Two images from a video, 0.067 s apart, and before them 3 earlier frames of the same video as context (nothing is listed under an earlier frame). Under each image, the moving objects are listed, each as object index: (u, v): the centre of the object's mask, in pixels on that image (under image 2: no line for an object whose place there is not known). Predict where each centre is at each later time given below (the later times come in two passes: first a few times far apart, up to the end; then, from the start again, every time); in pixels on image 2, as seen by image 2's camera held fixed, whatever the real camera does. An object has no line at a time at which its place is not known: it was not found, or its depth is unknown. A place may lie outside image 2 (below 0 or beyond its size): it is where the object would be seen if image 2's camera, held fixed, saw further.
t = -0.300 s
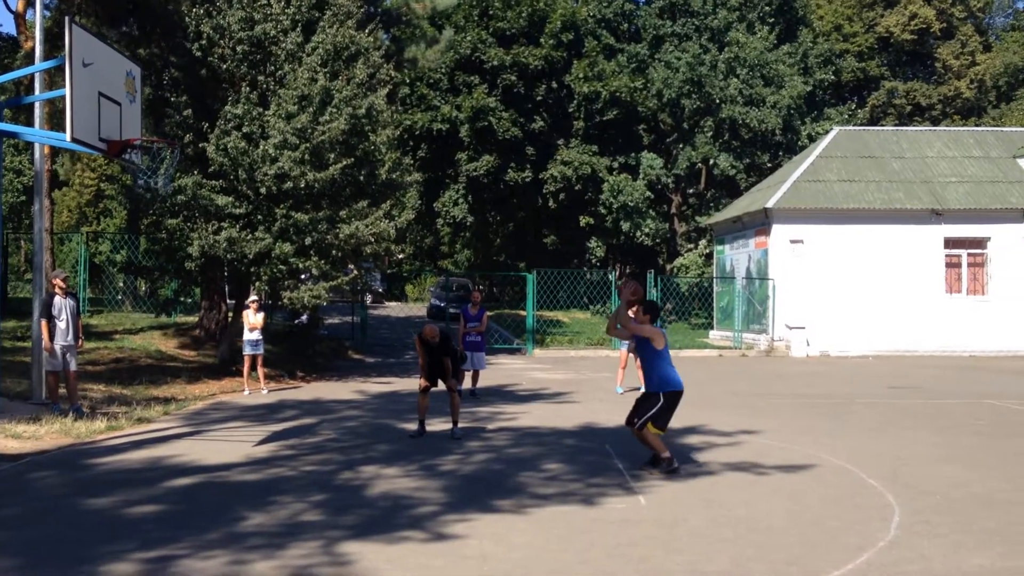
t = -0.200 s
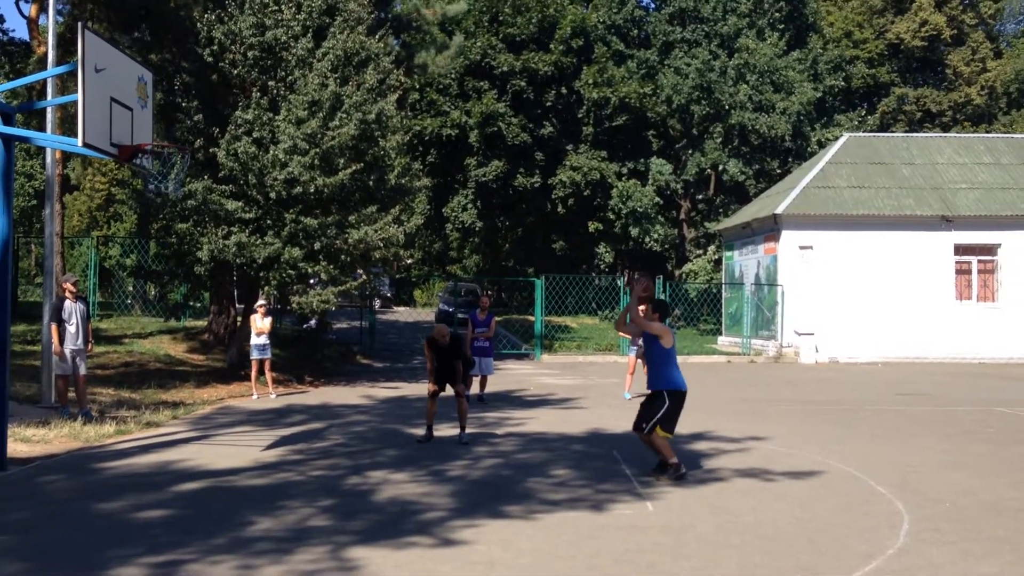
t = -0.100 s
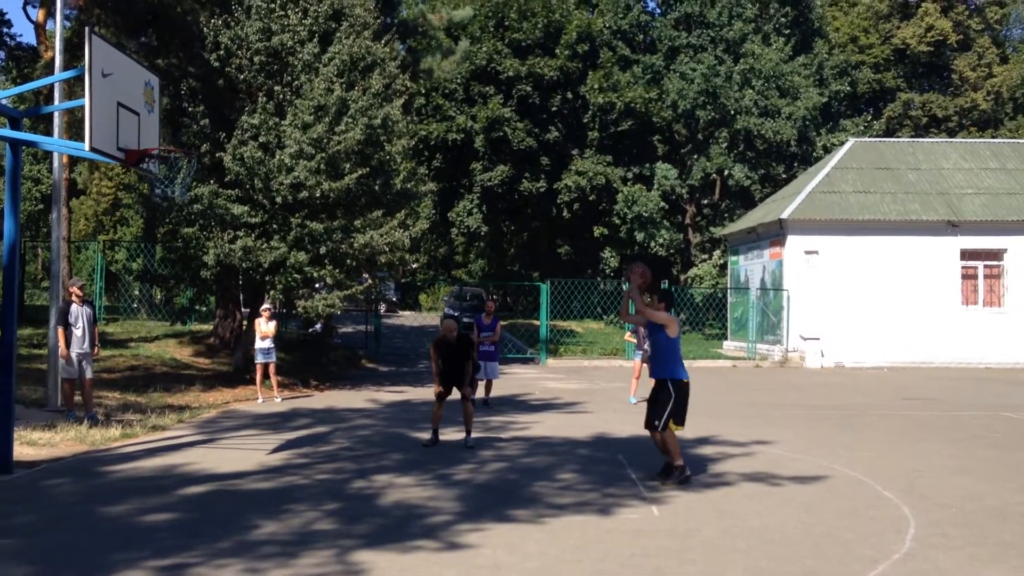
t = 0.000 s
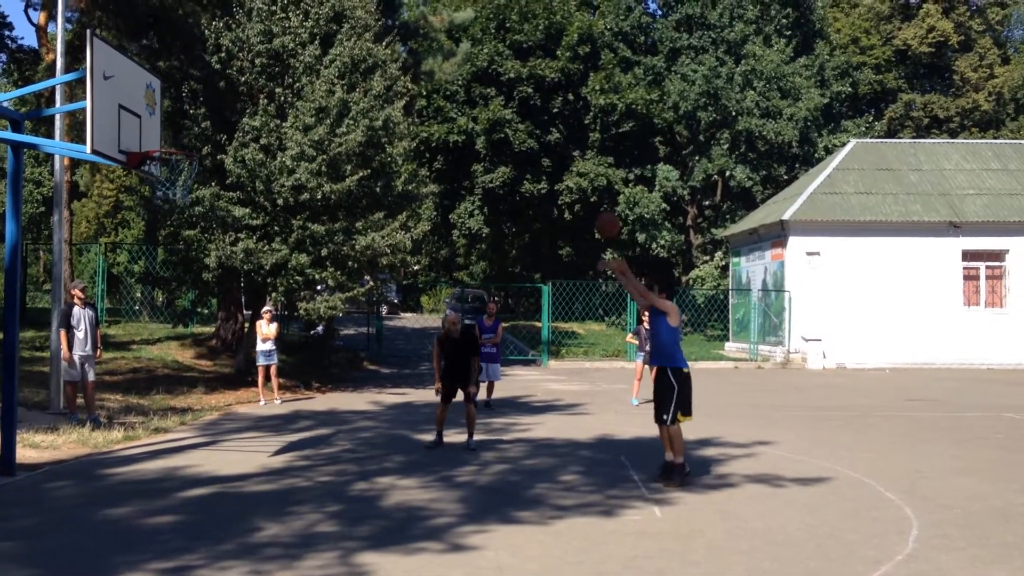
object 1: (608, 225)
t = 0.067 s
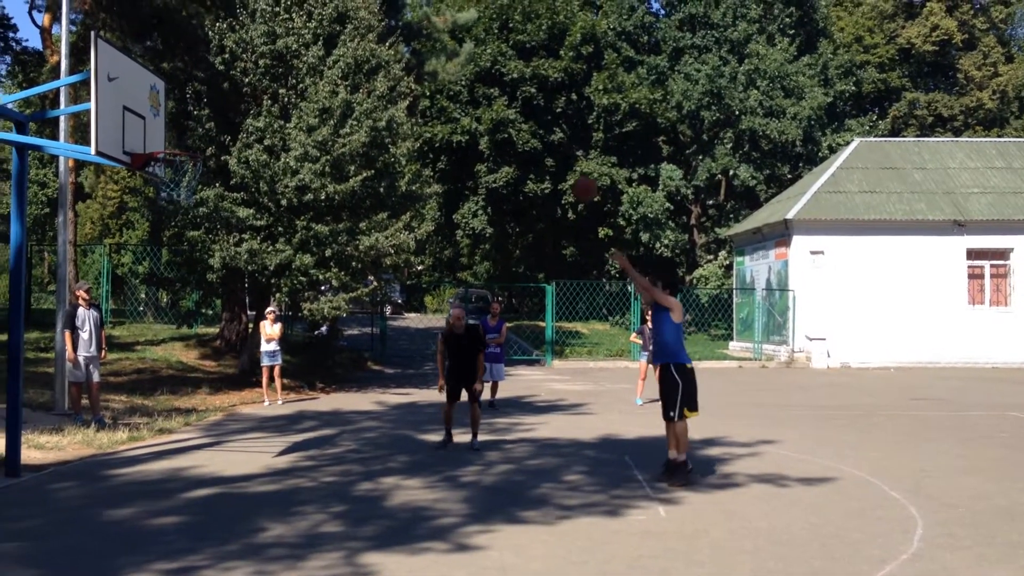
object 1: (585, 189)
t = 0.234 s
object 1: (519, 119)
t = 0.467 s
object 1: (428, 69)
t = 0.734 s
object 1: (324, 74)
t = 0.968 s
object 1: (235, 140)
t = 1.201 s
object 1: (182, 255)
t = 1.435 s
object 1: (141, 427)
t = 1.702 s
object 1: (158, 341)
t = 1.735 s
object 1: (163, 325)
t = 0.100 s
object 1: (570, 172)
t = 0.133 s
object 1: (558, 158)
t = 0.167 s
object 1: (545, 143)
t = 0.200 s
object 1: (532, 131)
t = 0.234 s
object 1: (519, 119)
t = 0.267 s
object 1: (505, 109)
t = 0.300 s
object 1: (493, 99)
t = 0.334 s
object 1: (480, 91)
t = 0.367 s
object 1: (467, 83)
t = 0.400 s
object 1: (454, 77)
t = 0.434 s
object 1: (441, 72)
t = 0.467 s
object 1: (428, 69)
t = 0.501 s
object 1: (416, 66)
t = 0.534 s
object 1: (404, 63)
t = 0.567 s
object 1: (390, 62)
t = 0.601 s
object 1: (376, 61)
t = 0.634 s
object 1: (364, 64)
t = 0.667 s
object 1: (351, 66)
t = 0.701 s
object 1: (338, 70)
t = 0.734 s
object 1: (324, 74)
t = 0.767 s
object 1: (312, 80)
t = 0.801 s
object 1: (300, 88)
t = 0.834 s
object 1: (287, 96)
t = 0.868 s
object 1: (273, 106)
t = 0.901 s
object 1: (260, 117)
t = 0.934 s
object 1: (248, 129)
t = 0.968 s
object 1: (235, 140)
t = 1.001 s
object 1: (221, 155)
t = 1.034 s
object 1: (210, 171)
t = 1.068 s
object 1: (204, 184)
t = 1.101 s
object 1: (200, 199)
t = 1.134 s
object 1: (193, 218)
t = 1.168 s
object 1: (188, 236)
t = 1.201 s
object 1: (182, 255)
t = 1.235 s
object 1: (176, 276)
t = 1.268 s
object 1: (171, 298)
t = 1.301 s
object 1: (165, 322)
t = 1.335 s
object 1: (160, 347)
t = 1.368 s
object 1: (152, 371)
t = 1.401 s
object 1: (147, 398)
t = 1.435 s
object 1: (141, 427)
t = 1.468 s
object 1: (134, 457)
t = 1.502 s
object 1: (133, 461)
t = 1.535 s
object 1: (137, 438)
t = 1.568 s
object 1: (142, 416)
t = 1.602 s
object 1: (146, 395)
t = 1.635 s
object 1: (149, 374)
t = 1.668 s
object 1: (154, 357)
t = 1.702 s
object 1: (158, 341)
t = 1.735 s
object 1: (163, 325)
